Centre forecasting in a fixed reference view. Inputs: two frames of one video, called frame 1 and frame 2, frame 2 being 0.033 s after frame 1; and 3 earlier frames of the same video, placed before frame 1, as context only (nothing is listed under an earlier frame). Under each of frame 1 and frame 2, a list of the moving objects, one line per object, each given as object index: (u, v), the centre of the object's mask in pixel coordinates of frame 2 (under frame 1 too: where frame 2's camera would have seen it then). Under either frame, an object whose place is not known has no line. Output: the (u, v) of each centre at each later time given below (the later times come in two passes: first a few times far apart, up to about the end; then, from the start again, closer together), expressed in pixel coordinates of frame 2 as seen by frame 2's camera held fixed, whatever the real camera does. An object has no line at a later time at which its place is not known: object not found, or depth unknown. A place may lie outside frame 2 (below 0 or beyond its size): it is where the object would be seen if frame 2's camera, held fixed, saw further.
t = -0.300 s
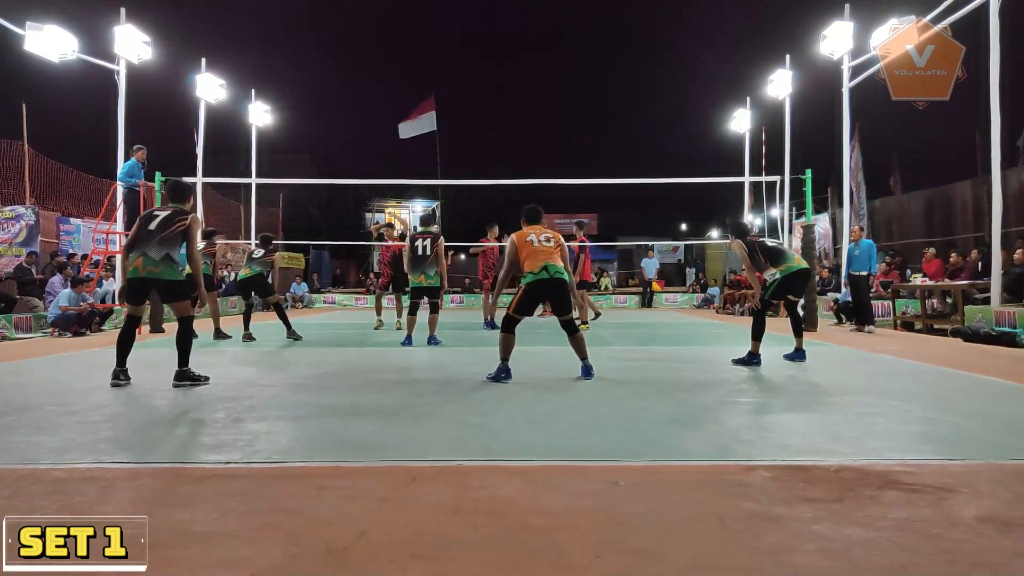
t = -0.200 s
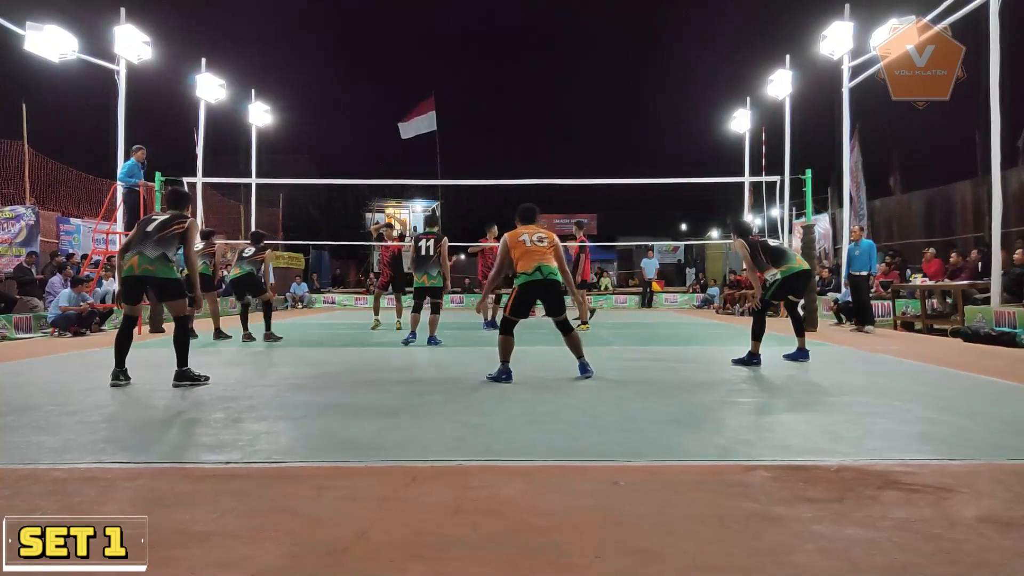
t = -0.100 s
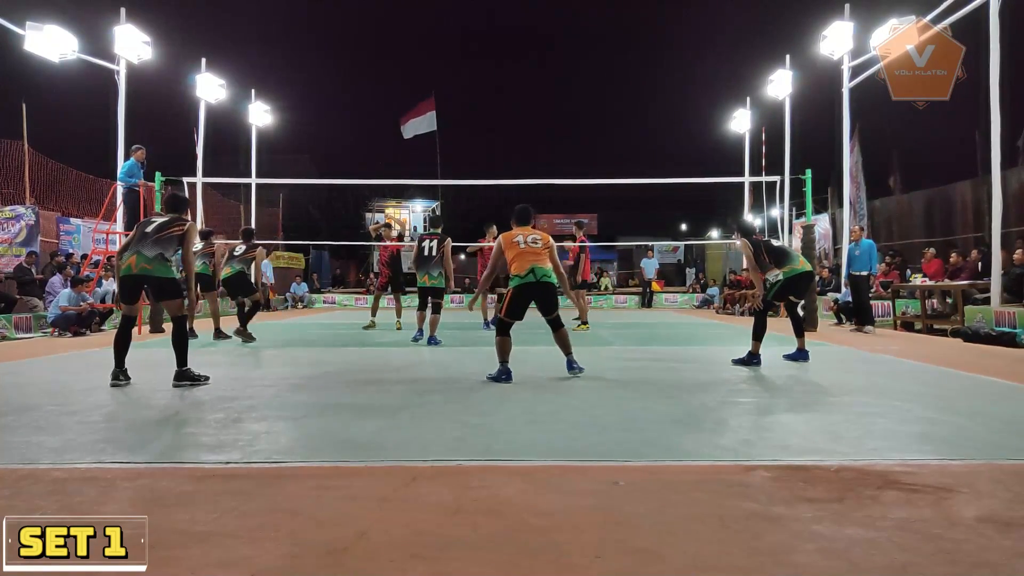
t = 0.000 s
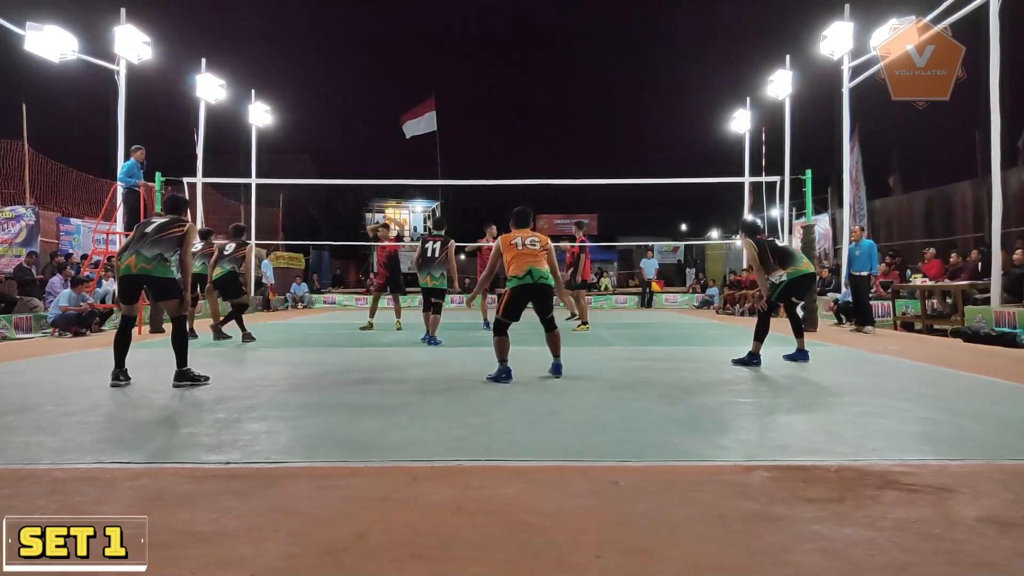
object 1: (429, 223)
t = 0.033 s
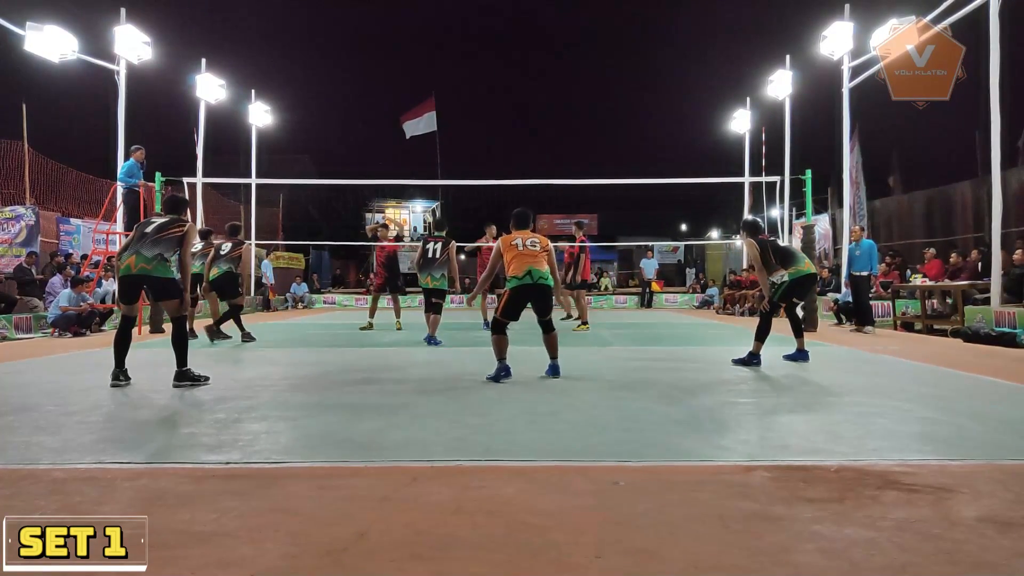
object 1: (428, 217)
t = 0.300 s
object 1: (402, 171)
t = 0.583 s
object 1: (361, 136)
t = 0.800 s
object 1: (313, 133)
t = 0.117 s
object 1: (421, 202)
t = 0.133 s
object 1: (420, 198)
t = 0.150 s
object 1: (418, 196)
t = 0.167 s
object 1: (416, 194)
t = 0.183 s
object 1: (415, 191)
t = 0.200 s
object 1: (413, 188)
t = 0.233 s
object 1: (409, 182)
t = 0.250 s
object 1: (407, 178)
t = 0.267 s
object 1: (406, 176)
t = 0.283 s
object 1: (404, 174)
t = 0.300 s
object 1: (402, 171)
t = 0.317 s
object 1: (400, 169)
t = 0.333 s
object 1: (398, 166)
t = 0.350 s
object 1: (395, 164)
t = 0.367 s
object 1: (393, 161)
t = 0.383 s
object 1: (391, 159)
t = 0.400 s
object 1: (389, 156)
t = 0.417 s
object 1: (387, 154)
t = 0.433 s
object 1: (384, 152)
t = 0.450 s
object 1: (382, 149)
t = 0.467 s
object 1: (380, 147)
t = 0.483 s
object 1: (377, 145)
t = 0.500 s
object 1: (375, 143)
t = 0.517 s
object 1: (372, 142)
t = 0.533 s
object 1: (369, 140)
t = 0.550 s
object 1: (366, 138)
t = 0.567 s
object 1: (364, 137)
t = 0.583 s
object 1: (361, 136)
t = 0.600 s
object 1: (358, 134)
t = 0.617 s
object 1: (355, 134)
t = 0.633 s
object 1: (351, 133)
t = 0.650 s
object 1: (348, 132)
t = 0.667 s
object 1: (345, 131)
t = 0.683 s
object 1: (341, 131)
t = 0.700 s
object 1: (337, 130)
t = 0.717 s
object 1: (334, 130)
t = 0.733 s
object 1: (330, 130)
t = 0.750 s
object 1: (326, 130)
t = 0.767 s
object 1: (321, 131)
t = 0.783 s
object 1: (317, 132)
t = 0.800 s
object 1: (313, 133)
